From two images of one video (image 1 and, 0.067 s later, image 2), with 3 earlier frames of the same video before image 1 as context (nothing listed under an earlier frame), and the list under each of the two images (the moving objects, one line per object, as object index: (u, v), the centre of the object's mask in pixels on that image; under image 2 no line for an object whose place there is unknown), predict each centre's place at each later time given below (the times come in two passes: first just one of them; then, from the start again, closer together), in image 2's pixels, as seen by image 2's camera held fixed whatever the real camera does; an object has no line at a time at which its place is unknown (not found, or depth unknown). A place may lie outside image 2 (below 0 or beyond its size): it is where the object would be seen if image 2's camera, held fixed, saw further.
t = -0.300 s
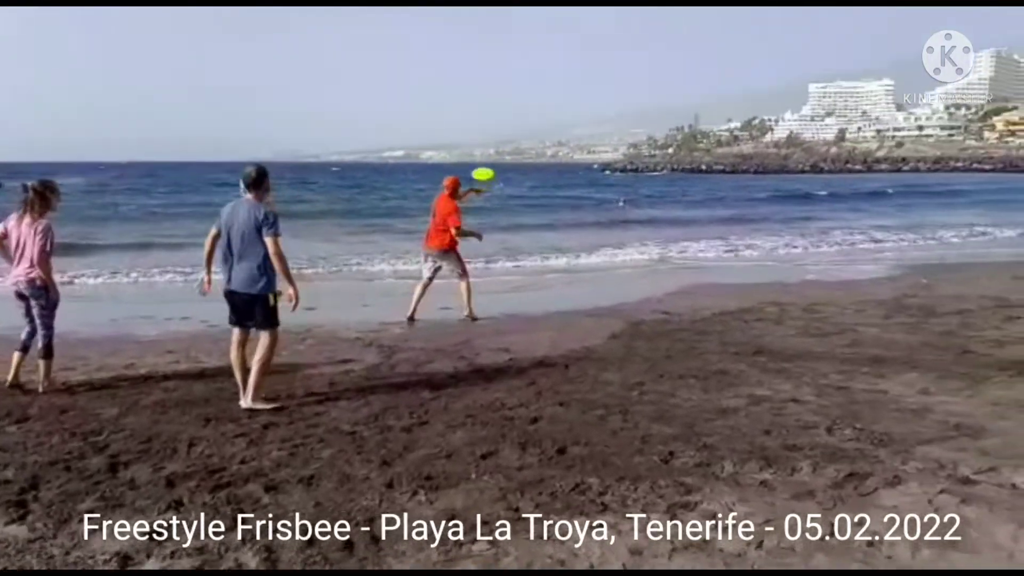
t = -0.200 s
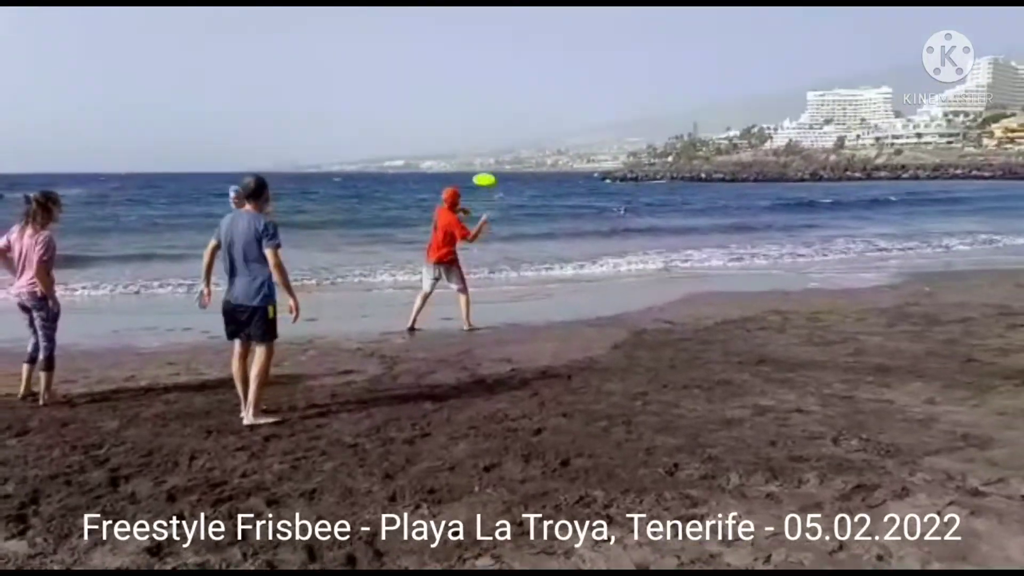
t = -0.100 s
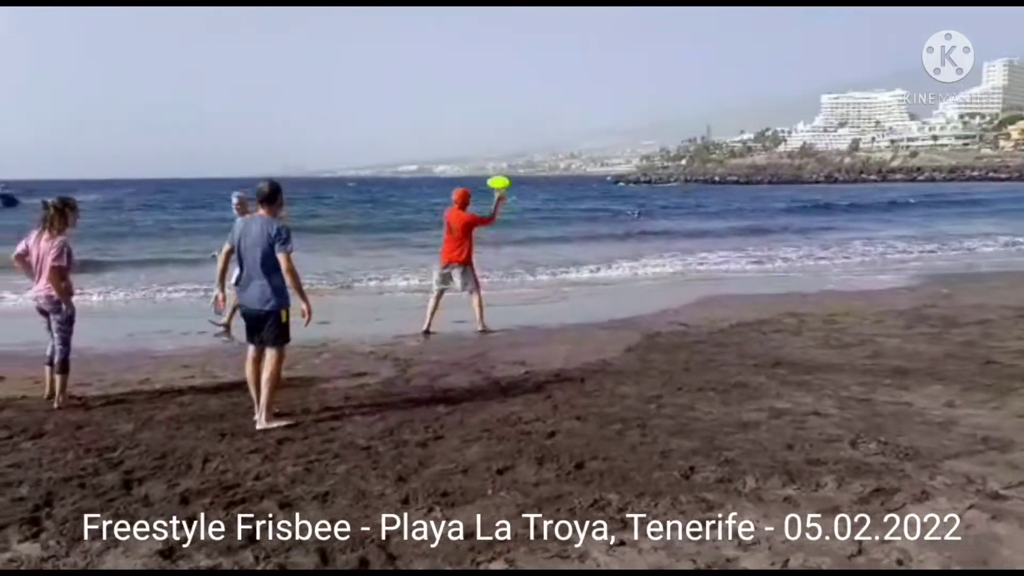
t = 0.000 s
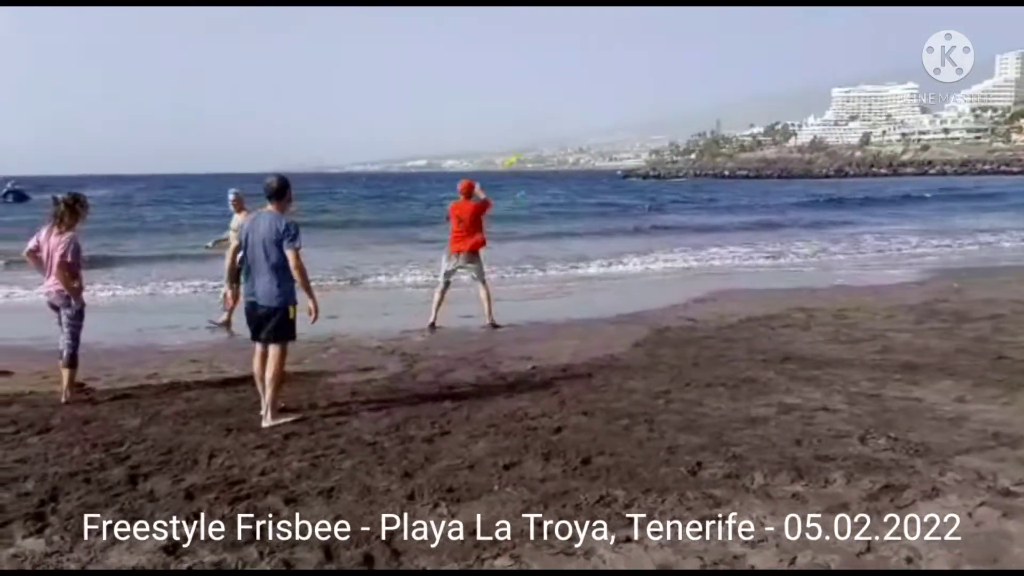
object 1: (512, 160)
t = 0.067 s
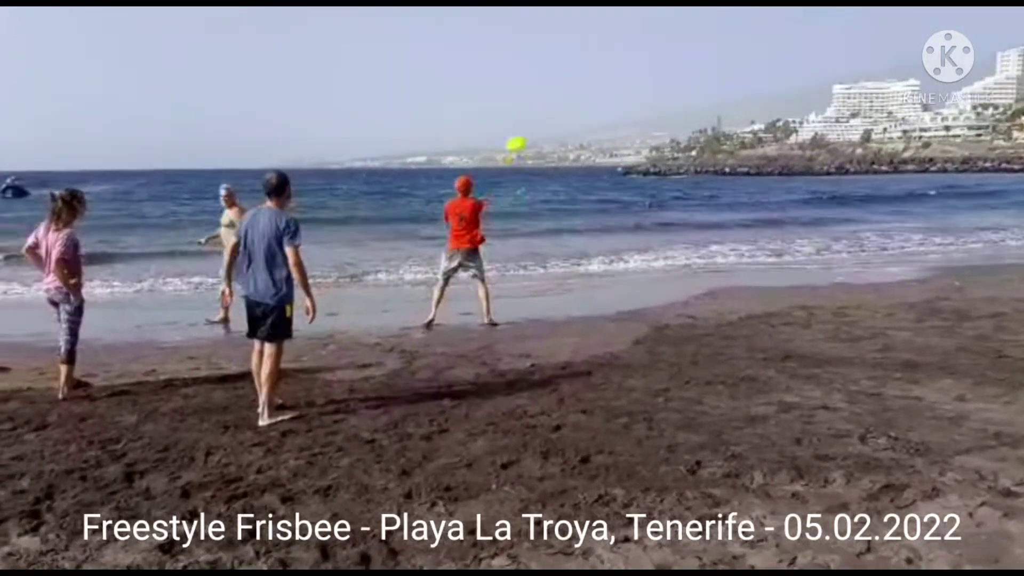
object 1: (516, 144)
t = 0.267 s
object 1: (523, 109)
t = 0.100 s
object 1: (515, 139)
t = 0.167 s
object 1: (518, 123)
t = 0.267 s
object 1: (523, 109)
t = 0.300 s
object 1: (523, 104)
